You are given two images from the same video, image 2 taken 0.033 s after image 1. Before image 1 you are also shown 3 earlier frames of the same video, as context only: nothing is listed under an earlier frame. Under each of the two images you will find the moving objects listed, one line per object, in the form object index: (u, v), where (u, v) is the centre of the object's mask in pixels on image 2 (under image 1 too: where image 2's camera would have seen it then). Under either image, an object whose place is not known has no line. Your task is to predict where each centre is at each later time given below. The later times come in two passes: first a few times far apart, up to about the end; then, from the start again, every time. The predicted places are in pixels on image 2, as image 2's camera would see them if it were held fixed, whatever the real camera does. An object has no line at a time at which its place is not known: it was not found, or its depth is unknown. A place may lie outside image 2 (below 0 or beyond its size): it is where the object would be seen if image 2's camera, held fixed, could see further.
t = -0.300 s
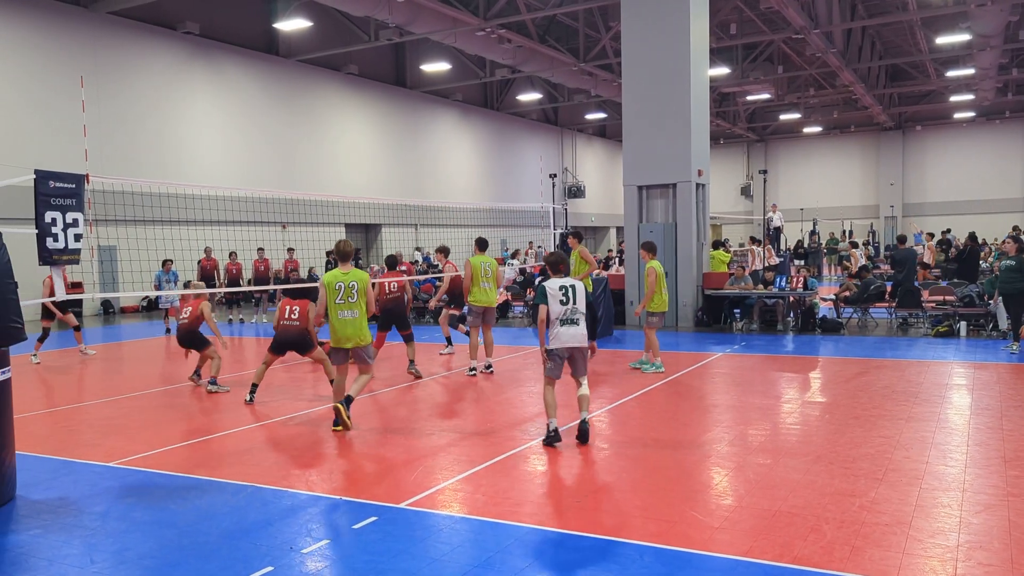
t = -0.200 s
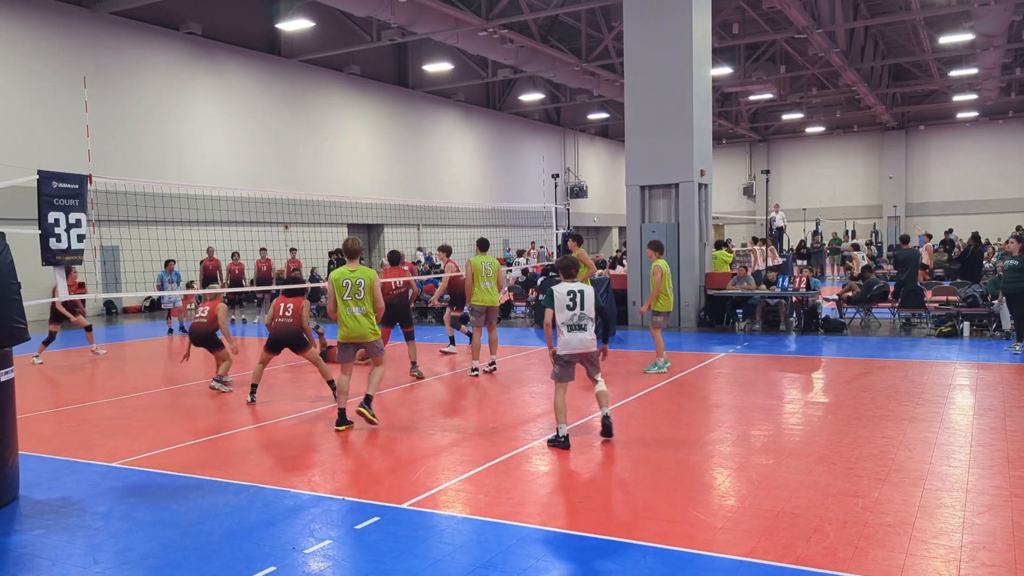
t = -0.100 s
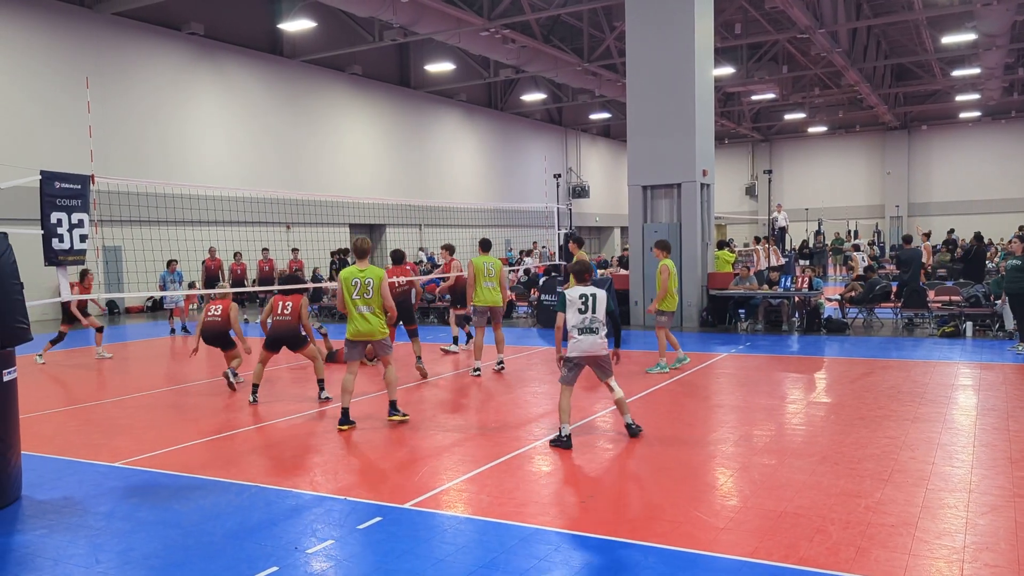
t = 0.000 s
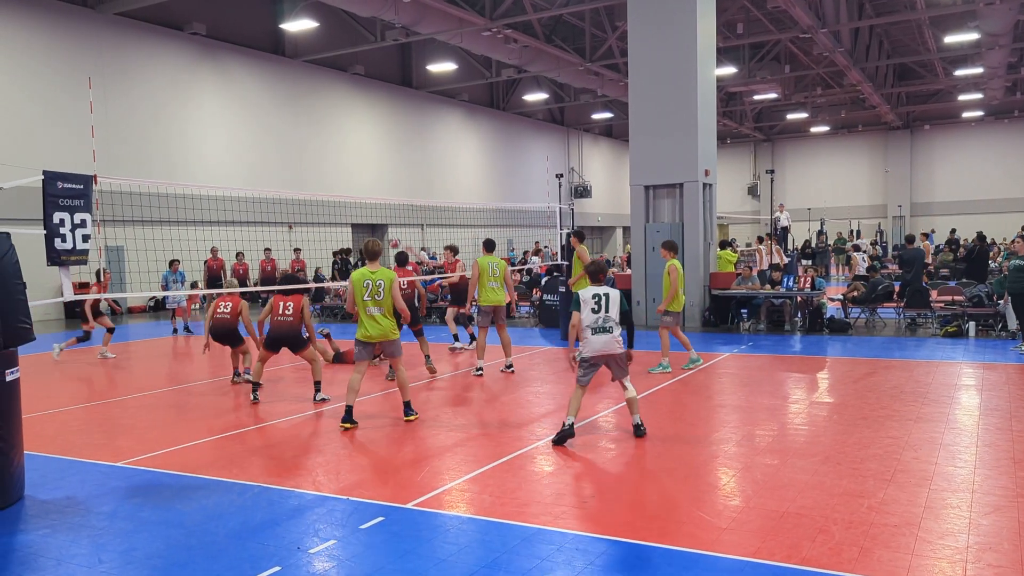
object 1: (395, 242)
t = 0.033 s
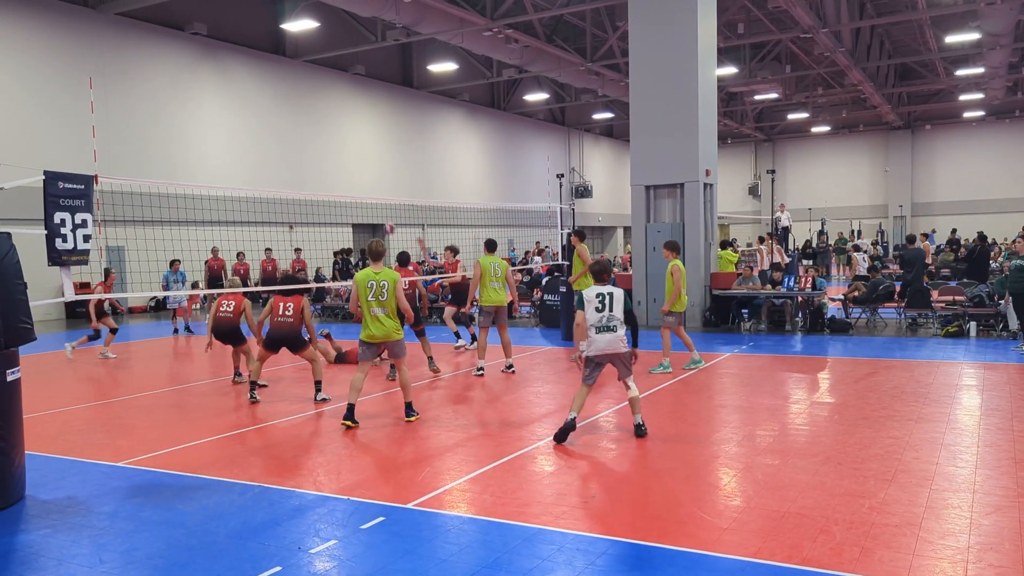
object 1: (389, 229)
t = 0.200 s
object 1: (363, 168)
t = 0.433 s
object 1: (325, 107)
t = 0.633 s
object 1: (293, 80)
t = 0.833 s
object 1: (262, 79)
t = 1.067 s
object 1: (228, 109)
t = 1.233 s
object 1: (205, 153)
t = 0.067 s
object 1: (384, 215)
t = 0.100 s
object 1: (379, 204)
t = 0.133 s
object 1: (374, 191)
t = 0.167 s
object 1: (368, 179)
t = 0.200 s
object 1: (363, 168)
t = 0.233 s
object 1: (358, 157)
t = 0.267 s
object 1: (352, 147)
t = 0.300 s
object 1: (347, 138)
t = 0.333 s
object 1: (342, 130)
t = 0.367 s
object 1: (336, 122)
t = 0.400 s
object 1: (331, 114)
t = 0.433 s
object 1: (325, 107)
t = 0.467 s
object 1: (320, 101)
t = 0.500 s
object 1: (315, 96)
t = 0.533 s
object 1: (309, 91)
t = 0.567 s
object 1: (304, 87)
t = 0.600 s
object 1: (298, 83)
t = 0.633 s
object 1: (293, 80)
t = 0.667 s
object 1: (288, 78)
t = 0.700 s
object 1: (283, 77)
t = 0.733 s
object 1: (278, 76)
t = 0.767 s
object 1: (273, 77)
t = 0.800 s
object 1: (267, 77)
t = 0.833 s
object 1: (262, 79)
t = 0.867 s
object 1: (257, 81)
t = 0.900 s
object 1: (252, 84)
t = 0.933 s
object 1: (247, 88)
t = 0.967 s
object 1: (243, 92)
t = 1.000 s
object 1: (238, 97)
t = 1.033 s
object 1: (233, 103)
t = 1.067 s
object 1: (228, 109)
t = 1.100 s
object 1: (223, 117)
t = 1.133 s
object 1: (219, 125)
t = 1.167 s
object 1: (214, 134)
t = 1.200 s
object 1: (210, 143)
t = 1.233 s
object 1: (205, 153)
